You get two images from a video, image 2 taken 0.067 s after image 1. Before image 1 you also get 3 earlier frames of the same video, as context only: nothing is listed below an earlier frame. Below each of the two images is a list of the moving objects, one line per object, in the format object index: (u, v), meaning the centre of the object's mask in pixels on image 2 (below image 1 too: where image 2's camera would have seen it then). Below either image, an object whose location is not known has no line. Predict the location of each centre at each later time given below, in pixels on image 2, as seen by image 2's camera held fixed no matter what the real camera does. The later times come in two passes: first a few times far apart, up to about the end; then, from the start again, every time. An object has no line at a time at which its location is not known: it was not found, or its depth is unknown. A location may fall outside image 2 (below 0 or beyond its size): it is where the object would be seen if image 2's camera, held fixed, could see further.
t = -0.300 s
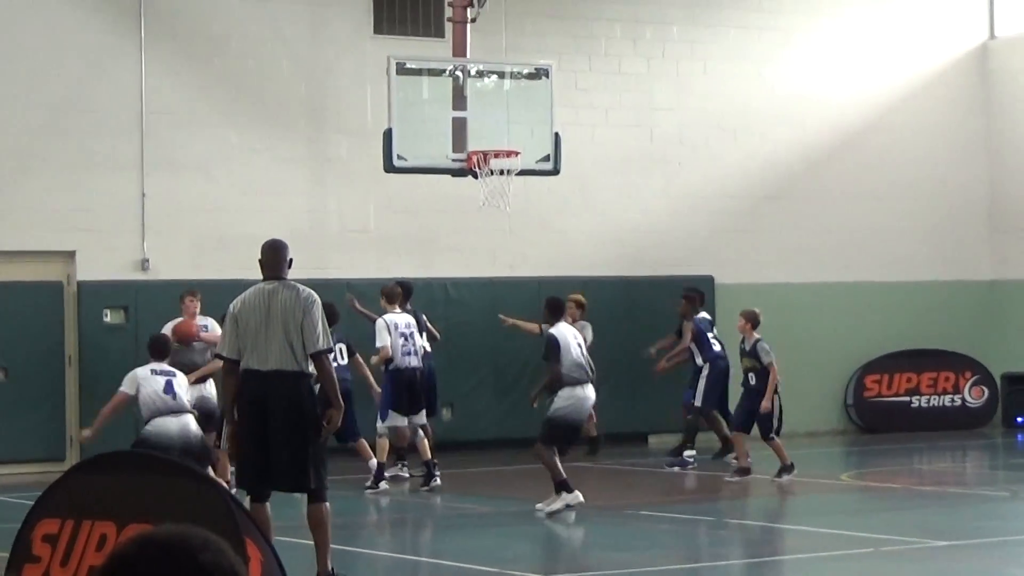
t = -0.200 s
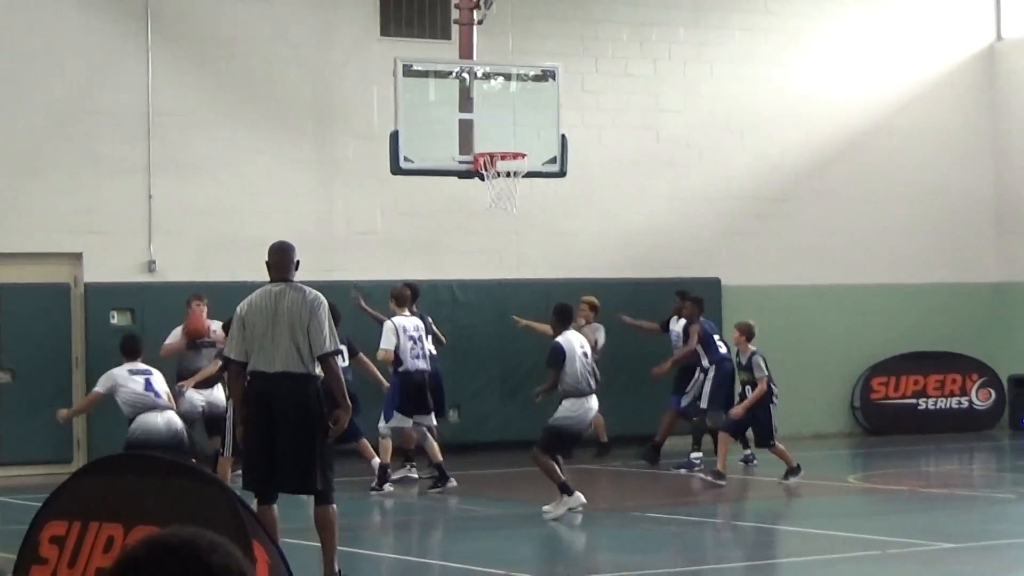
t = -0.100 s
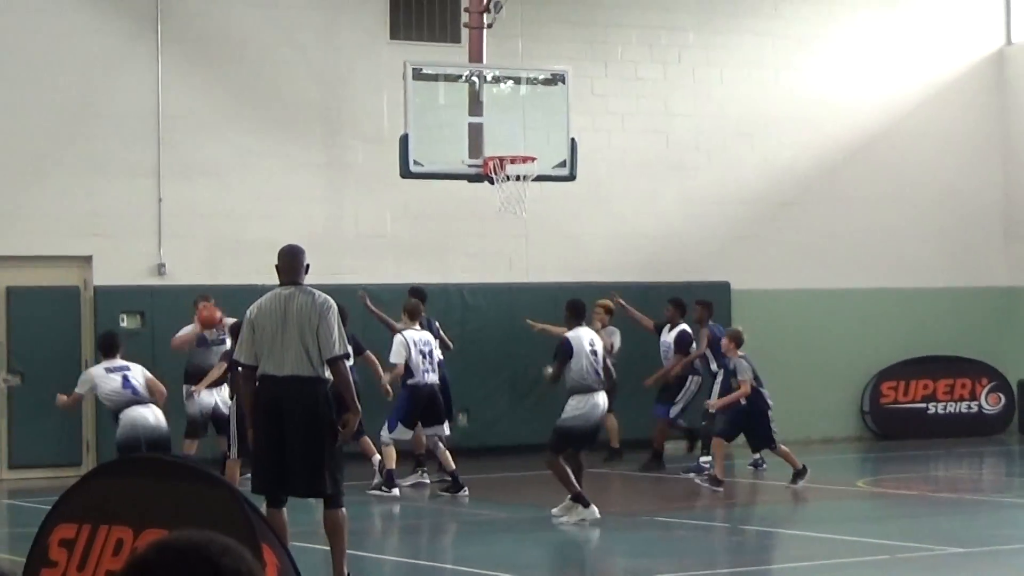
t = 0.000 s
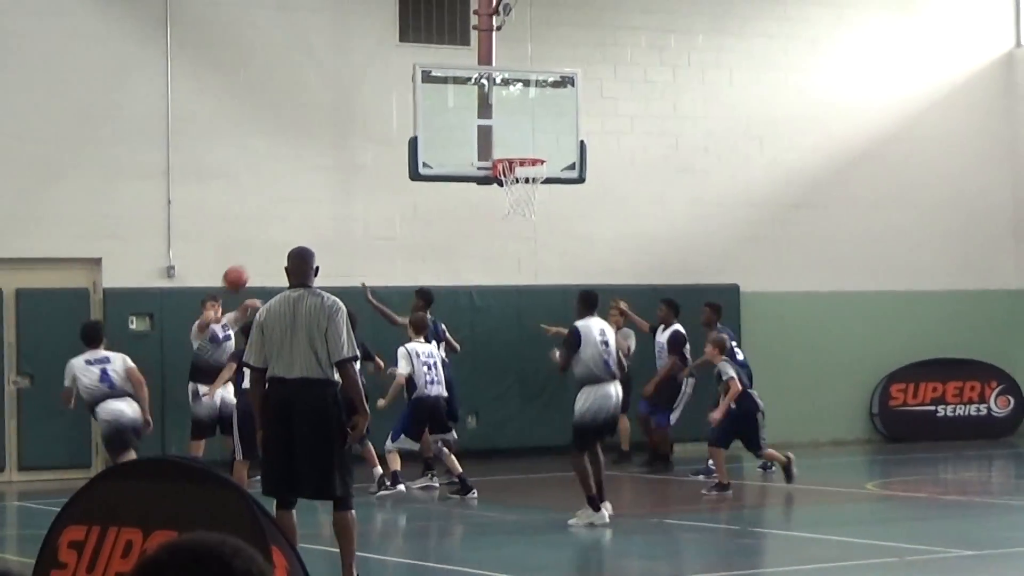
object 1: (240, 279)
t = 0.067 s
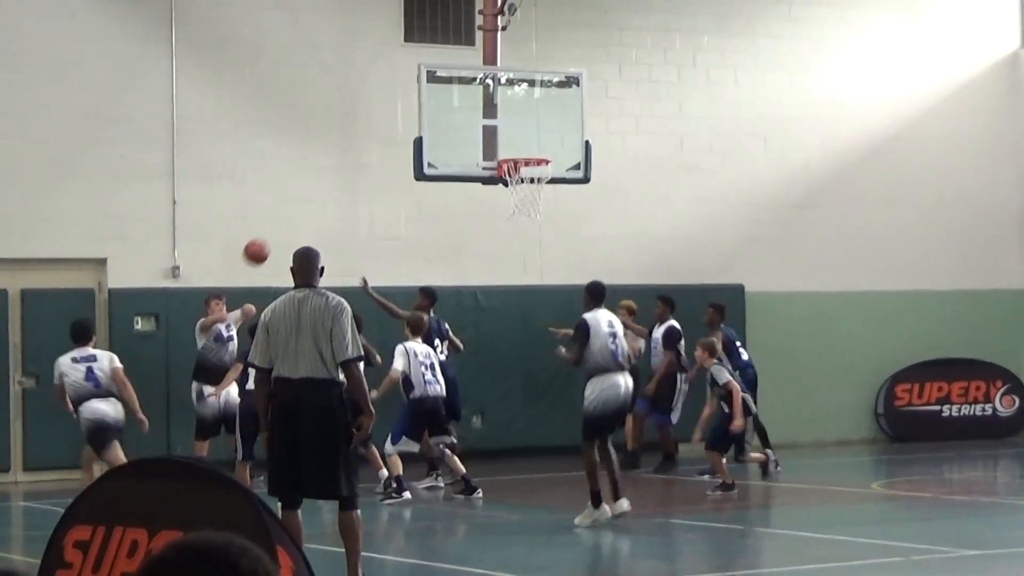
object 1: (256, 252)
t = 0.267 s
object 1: (308, 195)
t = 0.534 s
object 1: (386, 186)
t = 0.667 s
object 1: (430, 217)
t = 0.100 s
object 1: (265, 239)
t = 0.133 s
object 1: (273, 229)
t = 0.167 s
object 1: (282, 219)
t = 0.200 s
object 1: (290, 210)
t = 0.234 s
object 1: (299, 202)
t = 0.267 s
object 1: (308, 195)
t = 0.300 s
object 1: (317, 190)
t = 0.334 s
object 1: (327, 185)
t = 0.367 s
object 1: (336, 182)
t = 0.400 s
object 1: (346, 180)
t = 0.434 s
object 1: (355, 180)
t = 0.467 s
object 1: (366, 180)
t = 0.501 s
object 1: (376, 182)
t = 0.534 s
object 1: (386, 186)
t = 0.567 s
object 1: (397, 192)
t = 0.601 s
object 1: (408, 199)
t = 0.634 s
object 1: (419, 207)
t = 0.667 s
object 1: (430, 217)
